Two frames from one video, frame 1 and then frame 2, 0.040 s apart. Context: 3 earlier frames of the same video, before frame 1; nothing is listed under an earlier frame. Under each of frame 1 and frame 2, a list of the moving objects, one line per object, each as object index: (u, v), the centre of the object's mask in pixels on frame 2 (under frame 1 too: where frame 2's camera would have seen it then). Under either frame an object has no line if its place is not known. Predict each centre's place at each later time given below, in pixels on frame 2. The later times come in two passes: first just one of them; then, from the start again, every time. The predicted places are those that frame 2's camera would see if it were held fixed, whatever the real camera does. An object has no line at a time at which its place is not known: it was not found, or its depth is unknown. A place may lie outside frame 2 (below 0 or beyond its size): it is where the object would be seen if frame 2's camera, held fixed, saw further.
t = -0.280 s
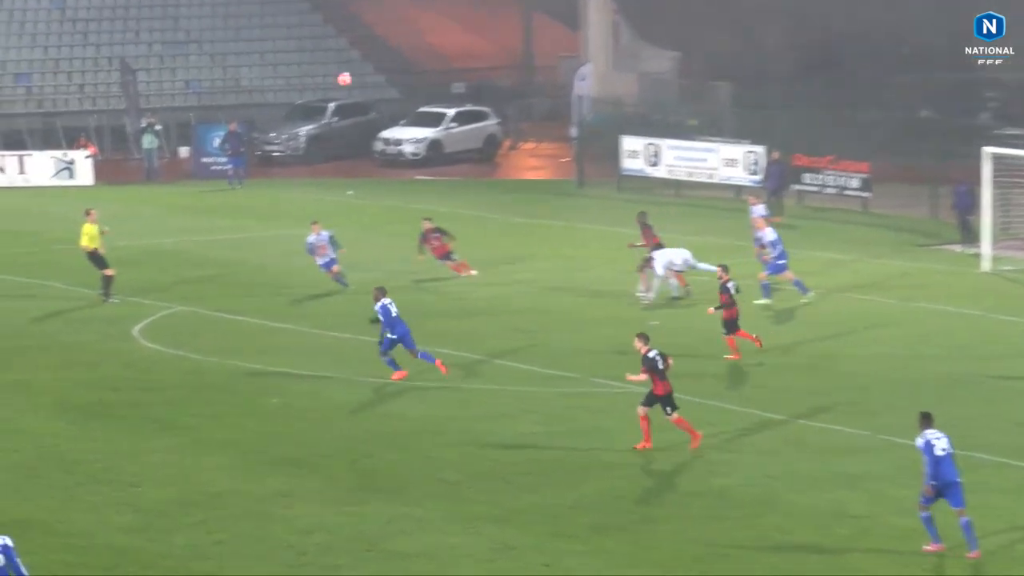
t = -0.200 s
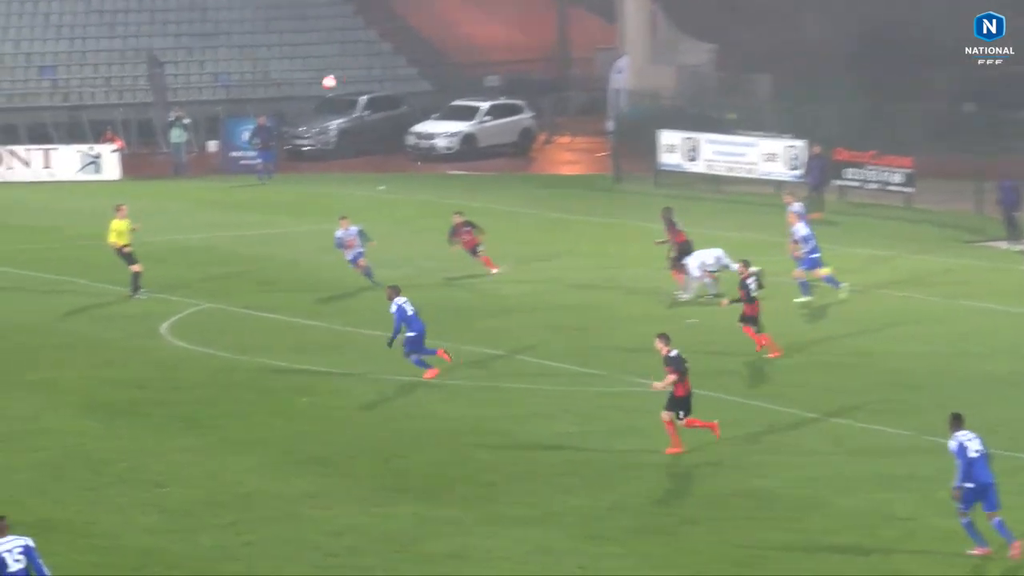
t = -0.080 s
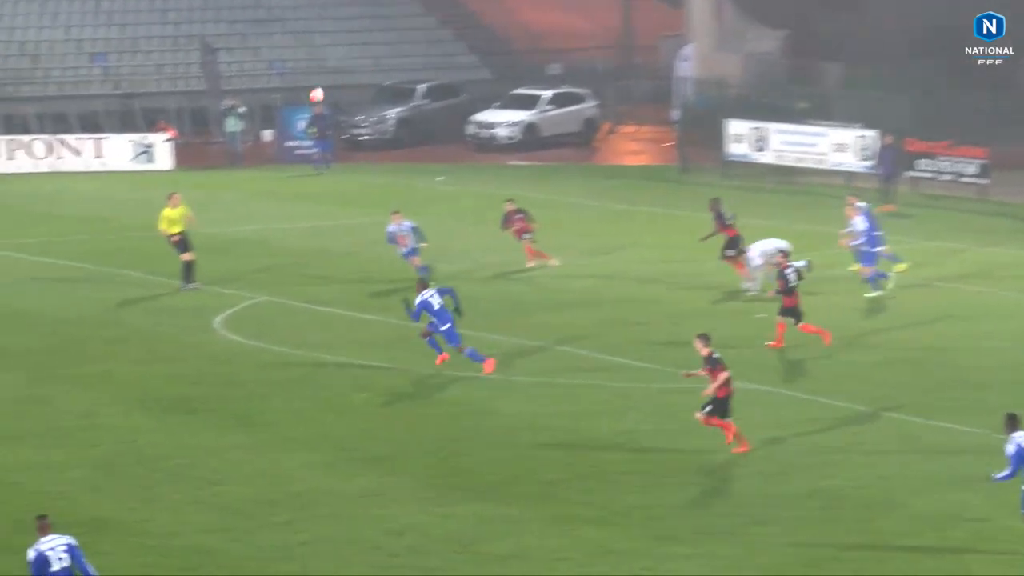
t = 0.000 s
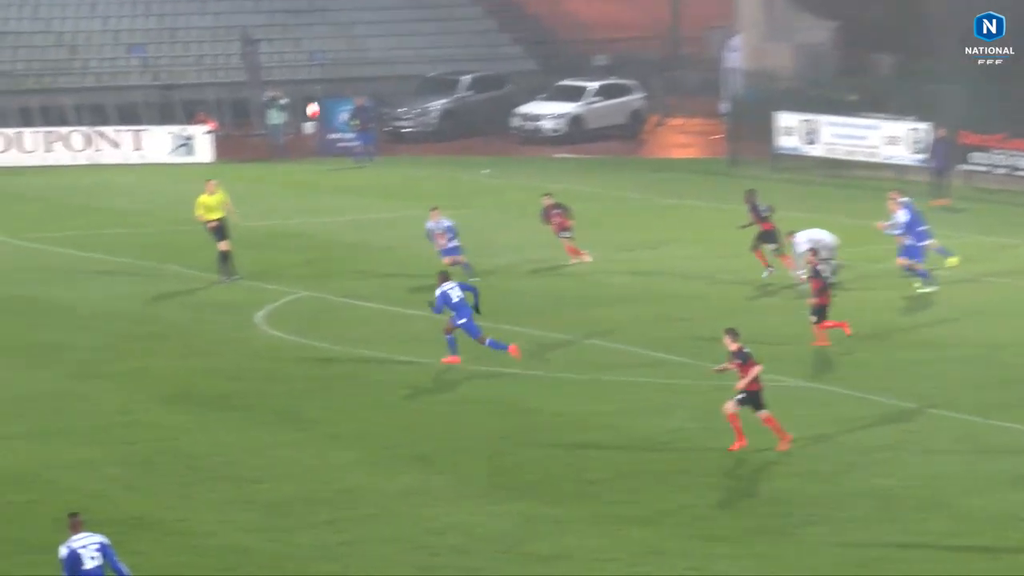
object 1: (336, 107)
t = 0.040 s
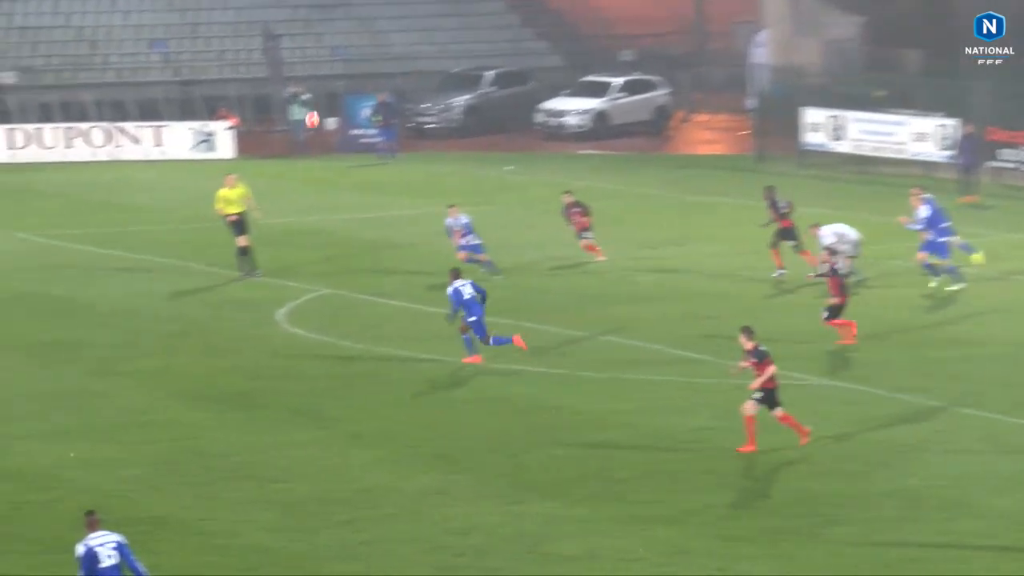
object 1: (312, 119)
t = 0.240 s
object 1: (201, 206)
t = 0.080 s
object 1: (288, 134)
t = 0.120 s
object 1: (265, 149)
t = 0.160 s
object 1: (243, 167)
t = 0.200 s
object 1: (223, 186)
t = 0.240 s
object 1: (201, 206)
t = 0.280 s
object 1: (179, 228)
